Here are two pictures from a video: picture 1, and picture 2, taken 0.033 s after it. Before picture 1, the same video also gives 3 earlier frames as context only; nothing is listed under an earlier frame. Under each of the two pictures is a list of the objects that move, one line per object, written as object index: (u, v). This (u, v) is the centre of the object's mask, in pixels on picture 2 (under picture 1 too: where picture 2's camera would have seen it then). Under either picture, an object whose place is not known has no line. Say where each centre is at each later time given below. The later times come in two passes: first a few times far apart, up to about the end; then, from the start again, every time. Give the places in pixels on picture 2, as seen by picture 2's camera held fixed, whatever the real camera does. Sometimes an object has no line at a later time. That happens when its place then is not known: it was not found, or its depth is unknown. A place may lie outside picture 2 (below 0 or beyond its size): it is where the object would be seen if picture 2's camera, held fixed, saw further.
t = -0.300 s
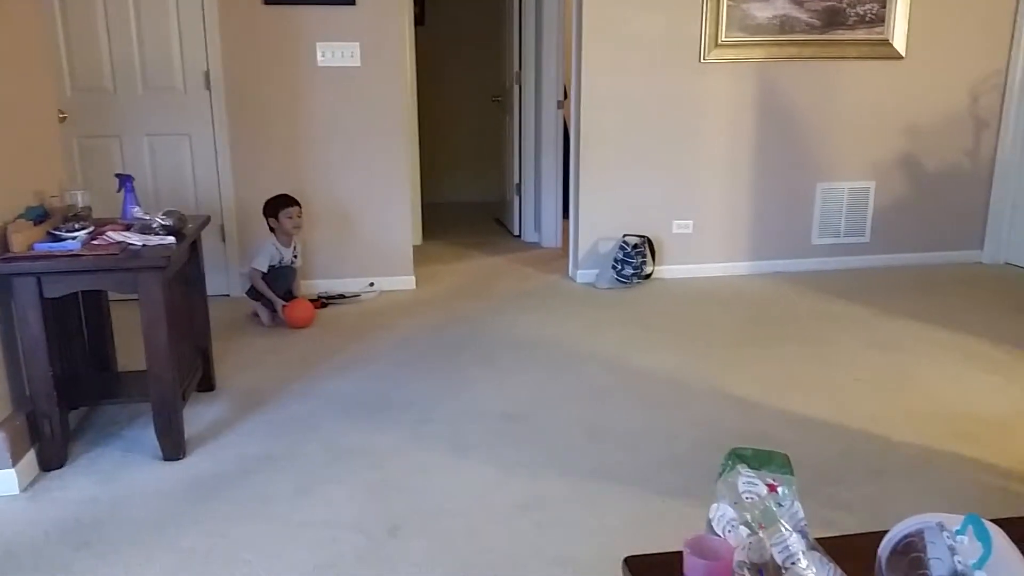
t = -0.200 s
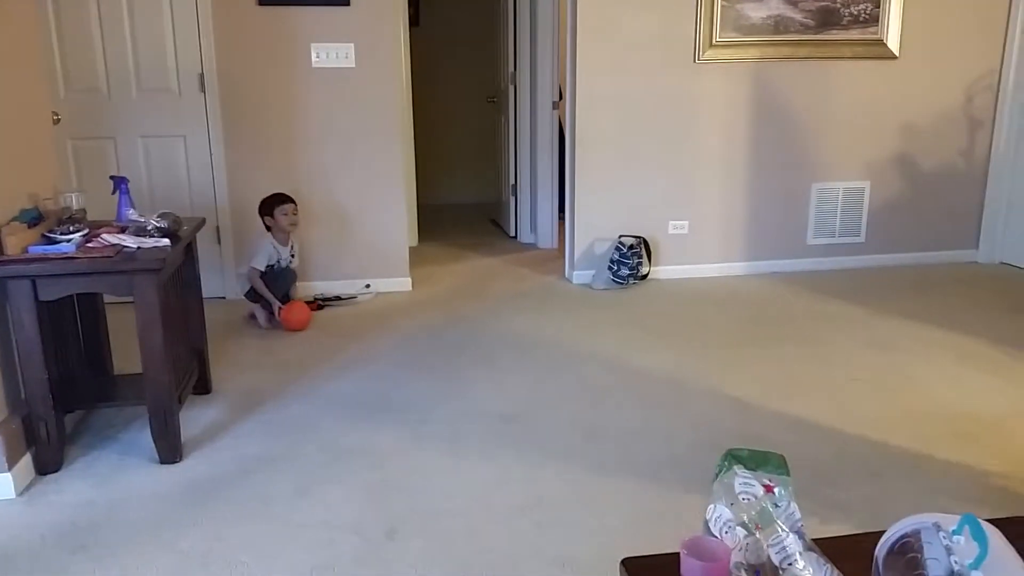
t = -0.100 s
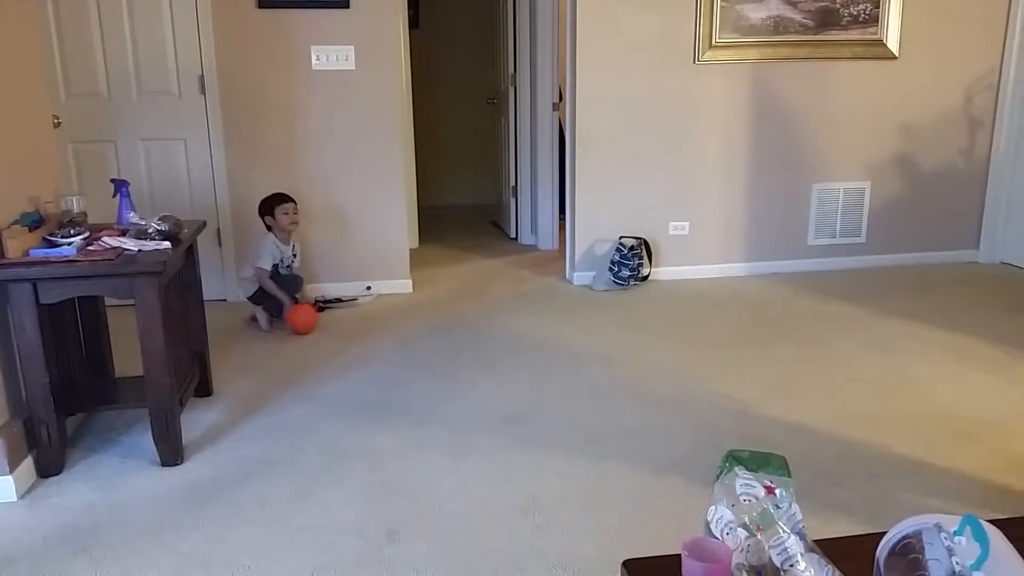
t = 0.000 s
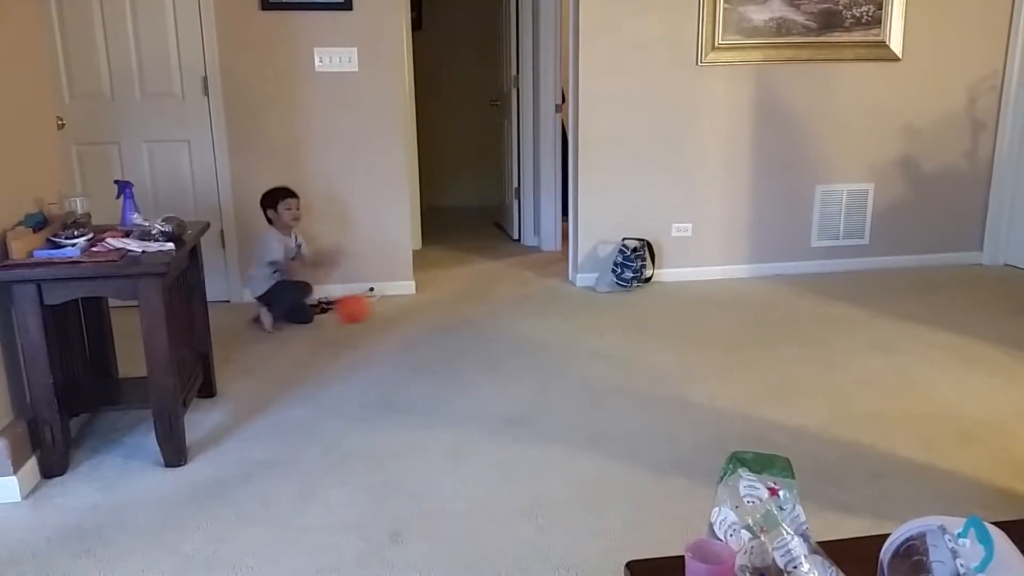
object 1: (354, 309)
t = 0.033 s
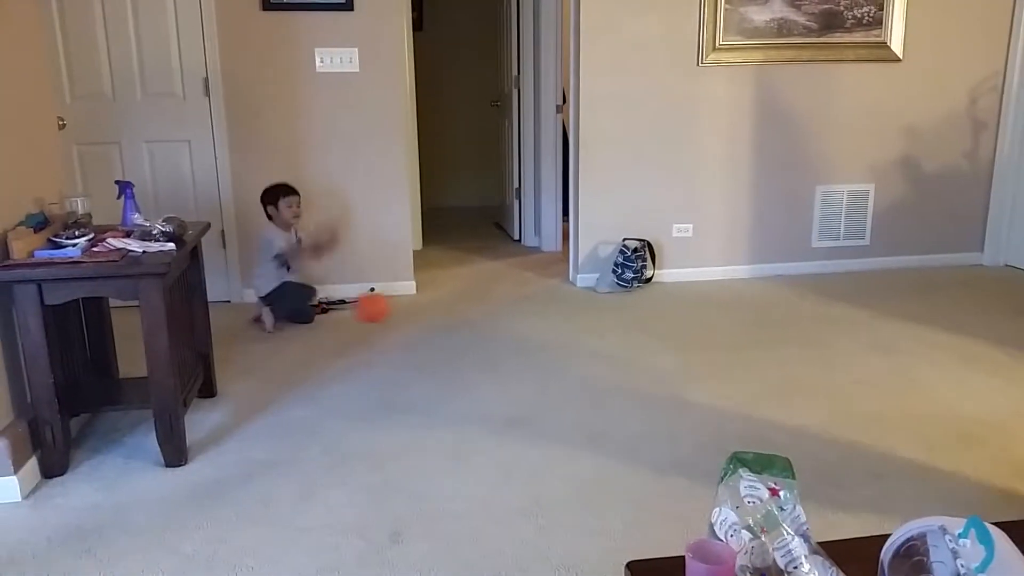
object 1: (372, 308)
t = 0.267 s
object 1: (500, 331)
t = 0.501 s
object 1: (609, 348)
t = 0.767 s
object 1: (745, 368)
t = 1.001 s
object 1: (870, 381)
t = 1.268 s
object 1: (1015, 399)
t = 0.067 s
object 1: (391, 309)
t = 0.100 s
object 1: (410, 313)
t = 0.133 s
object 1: (430, 320)
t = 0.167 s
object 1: (451, 328)
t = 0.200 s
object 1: (469, 336)
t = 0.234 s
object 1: (484, 333)
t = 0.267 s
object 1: (500, 331)
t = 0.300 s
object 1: (515, 331)
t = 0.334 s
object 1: (530, 334)
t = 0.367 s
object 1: (545, 340)
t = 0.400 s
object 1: (561, 346)
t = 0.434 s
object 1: (577, 345)
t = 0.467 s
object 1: (594, 345)
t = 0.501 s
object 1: (609, 348)
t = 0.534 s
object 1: (625, 354)
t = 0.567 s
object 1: (642, 354)
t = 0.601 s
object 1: (659, 355)
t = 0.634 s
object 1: (675, 357)
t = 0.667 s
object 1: (693, 361)
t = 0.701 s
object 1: (711, 363)
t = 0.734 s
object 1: (727, 365)
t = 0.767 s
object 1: (745, 368)
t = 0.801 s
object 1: (761, 369)
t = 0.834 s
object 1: (779, 371)
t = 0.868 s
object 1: (797, 374)
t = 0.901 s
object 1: (815, 375)
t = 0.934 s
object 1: (834, 378)
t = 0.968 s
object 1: (852, 379)
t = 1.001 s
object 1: (870, 381)
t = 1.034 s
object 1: (887, 384)
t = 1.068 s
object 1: (905, 386)
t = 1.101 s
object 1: (924, 388)
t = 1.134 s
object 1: (942, 390)
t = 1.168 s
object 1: (959, 392)
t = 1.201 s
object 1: (979, 394)
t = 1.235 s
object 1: (997, 396)
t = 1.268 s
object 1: (1015, 399)
